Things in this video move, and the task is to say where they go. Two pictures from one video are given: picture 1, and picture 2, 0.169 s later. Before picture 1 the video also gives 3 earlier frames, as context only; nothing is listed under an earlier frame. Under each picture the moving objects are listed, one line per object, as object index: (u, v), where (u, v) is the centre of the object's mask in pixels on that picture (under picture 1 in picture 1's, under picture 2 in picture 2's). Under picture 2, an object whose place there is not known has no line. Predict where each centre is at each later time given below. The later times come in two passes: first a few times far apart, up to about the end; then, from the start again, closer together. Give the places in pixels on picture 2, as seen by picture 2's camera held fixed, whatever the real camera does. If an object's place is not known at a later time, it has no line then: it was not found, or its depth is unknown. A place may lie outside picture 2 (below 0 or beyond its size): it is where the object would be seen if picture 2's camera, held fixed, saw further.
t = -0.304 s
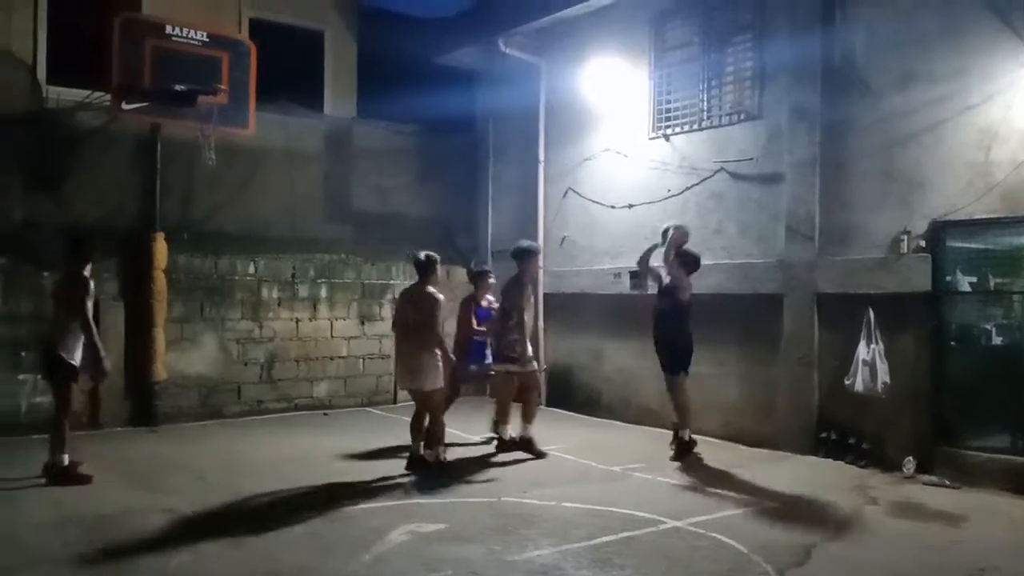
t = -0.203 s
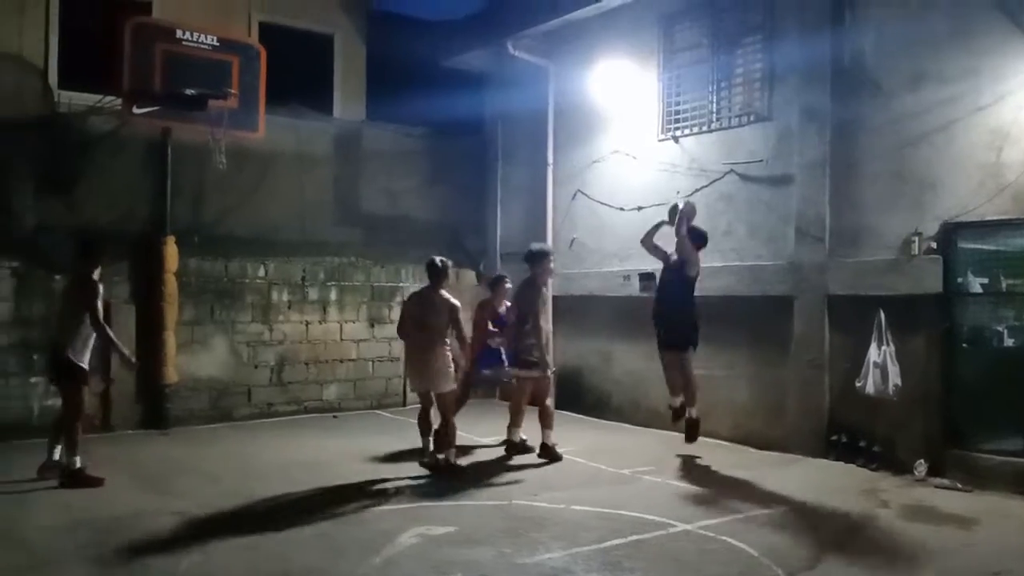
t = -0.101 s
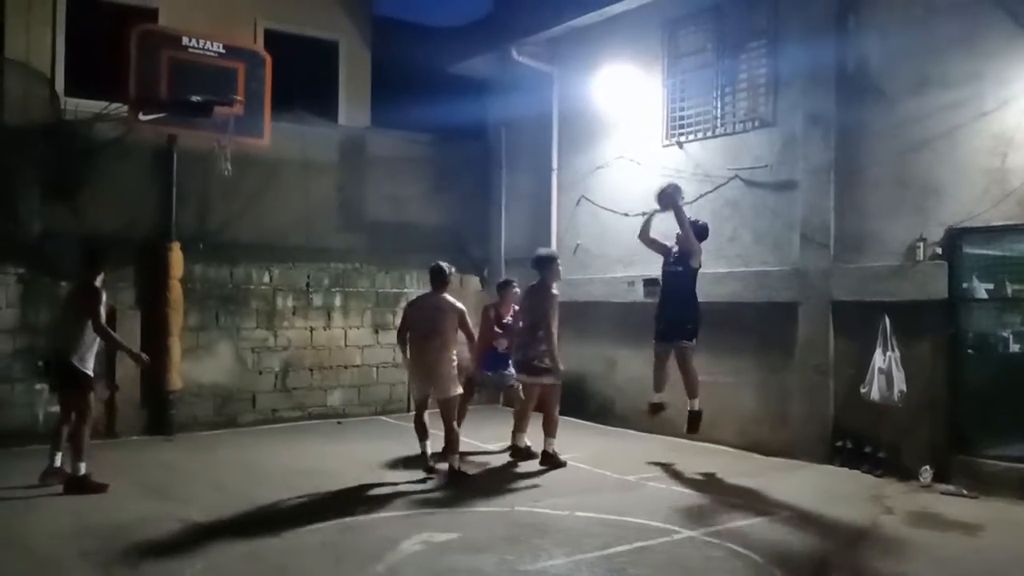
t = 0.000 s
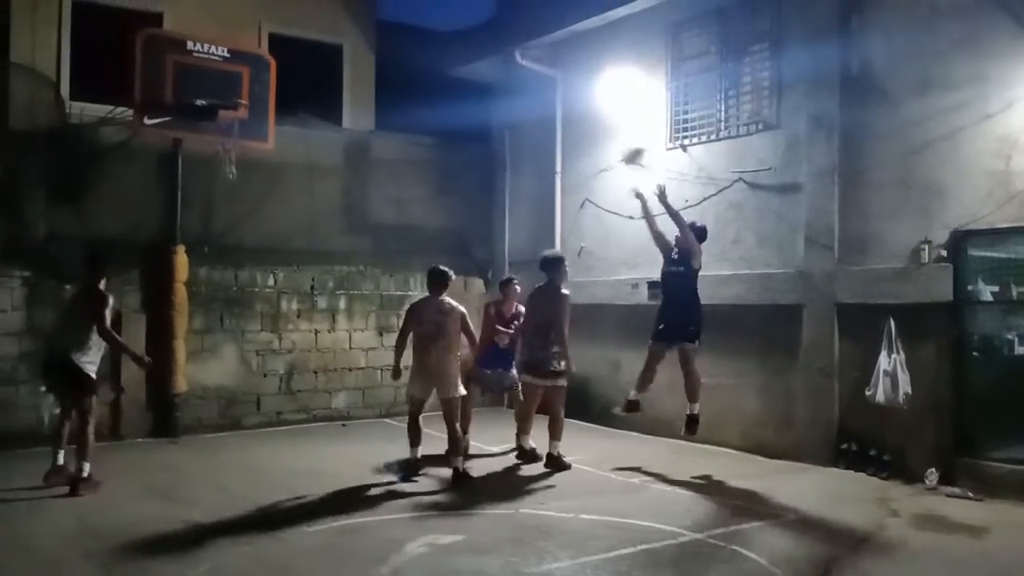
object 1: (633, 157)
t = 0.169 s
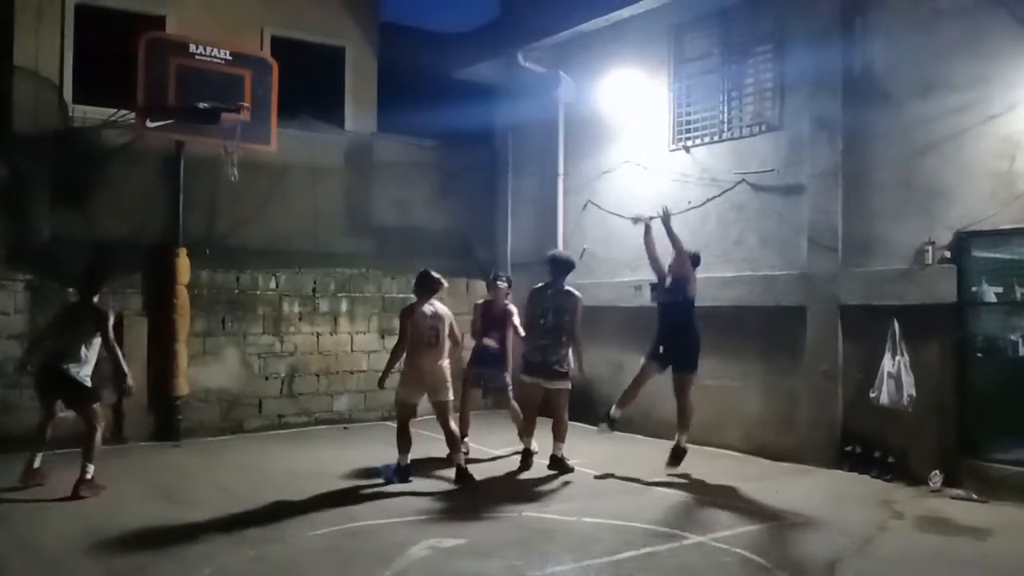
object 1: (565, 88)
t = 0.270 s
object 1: (516, 61)
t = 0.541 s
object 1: (385, 40)
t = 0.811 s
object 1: (255, 94)
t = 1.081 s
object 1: (262, 95)
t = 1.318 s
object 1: (277, 152)
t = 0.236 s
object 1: (532, 68)
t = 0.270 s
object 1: (516, 61)
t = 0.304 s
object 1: (500, 54)
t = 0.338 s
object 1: (483, 48)
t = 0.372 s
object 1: (466, 44)
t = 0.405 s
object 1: (450, 41)
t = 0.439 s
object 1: (433, 39)
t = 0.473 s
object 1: (416, 38)
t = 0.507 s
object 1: (398, 39)
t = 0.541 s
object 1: (385, 40)
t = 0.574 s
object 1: (362, 42)
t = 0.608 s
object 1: (349, 45)
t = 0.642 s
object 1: (336, 53)
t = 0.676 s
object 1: (320, 60)
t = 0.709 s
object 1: (303, 69)
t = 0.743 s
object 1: (281, 77)
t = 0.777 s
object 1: (266, 88)
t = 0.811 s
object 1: (255, 94)
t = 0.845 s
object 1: (256, 90)
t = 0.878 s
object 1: (257, 87)
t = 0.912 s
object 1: (257, 86)
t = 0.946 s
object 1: (258, 85)
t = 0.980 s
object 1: (259, 86)
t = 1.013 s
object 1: (261, 87)
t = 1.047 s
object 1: (261, 91)
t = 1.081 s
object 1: (262, 95)
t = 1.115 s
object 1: (263, 101)
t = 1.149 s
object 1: (264, 106)
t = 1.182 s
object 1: (265, 113)
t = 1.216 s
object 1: (268, 122)
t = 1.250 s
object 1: (271, 130)
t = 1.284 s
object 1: (275, 141)
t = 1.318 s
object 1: (277, 152)
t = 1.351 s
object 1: (280, 165)
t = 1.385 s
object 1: (282, 179)
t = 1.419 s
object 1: (285, 194)
